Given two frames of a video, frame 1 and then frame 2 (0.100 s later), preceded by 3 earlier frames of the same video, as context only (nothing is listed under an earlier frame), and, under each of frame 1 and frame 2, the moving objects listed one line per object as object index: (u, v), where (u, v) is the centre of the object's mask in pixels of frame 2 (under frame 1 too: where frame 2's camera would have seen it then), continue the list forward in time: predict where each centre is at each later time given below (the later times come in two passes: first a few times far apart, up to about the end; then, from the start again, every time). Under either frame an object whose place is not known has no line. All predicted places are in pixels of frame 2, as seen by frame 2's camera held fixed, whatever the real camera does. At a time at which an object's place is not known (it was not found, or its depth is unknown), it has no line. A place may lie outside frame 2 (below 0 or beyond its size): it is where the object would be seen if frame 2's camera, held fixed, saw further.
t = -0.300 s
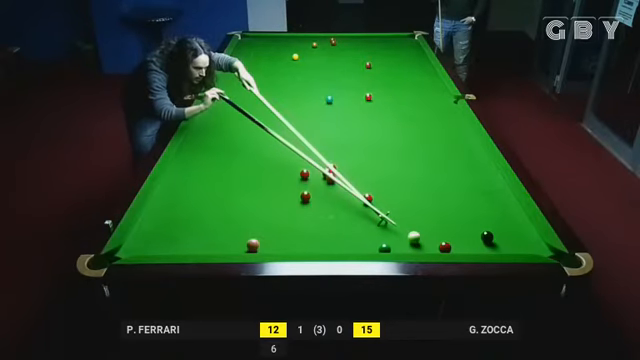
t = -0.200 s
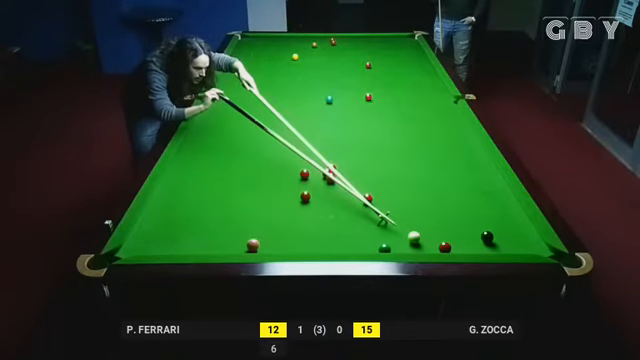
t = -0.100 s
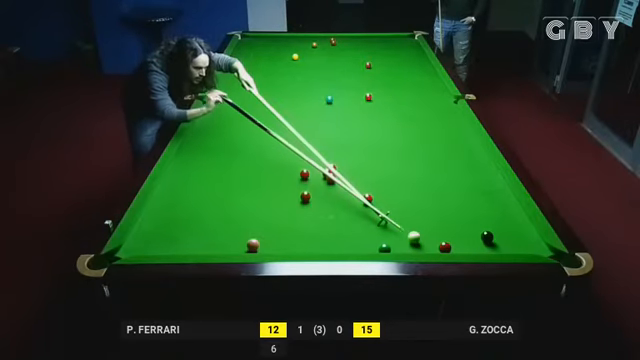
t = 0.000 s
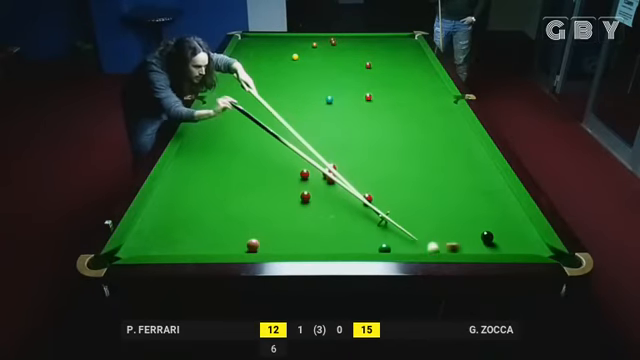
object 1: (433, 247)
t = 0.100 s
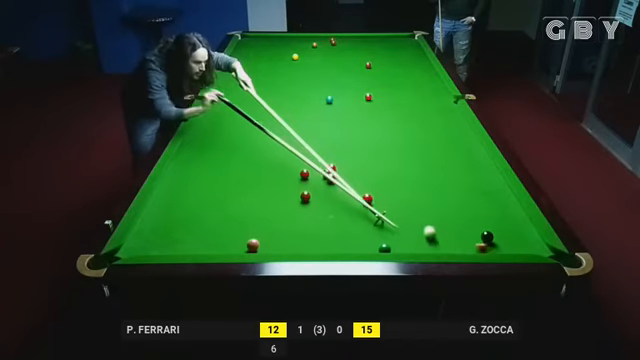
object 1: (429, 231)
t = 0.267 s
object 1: (424, 211)
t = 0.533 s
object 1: (417, 184)
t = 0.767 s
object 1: (413, 164)
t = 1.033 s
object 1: (408, 145)
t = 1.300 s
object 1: (404, 129)
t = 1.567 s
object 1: (401, 116)
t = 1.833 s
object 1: (398, 104)
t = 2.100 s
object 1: (396, 94)
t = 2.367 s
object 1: (394, 85)
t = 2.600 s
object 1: (393, 78)
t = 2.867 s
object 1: (391, 71)
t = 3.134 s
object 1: (390, 65)
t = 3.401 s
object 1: (389, 59)
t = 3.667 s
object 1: (388, 54)
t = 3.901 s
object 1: (387, 50)
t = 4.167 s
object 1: (386, 46)
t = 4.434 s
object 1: (386, 43)
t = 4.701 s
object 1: (385, 39)
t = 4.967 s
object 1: (385, 36)
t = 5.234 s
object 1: (386, 37)
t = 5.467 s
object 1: (387, 39)
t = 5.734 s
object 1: (388, 41)
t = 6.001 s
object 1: (389, 42)
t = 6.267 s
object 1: (390, 43)
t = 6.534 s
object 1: (390, 45)
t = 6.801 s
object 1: (391, 46)
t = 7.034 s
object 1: (392, 46)
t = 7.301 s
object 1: (392, 47)
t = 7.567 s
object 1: (393, 47)
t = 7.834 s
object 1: (393, 47)
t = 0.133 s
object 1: (428, 227)
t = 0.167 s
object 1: (427, 223)
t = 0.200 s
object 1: (426, 219)
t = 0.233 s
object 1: (425, 215)
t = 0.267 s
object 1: (424, 211)
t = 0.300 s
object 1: (423, 207)
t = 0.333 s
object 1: (422, 204)
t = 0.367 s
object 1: (421, 200)
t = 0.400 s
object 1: (420, 197)
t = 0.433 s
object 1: (420, 193)
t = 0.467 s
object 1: (419, 190)
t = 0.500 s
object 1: (418, 187)
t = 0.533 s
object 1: (417, 184)
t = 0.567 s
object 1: (416, 181)
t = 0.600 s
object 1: (416, 178)
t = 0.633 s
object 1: (415, 175)
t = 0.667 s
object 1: (415, 172)
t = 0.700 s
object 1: (414, 169)
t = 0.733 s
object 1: (414, 167)
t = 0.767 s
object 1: (413, 164)
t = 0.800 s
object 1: (412, 161)
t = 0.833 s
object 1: (412, 159)
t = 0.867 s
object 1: (411, 157)
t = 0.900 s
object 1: (410, 154)
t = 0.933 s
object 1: (410, 152)
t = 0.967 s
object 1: (409, 150)
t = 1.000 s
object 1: (409, 148)
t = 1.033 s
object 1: (408, 145)
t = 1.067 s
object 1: (407, 143)
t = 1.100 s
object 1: (407, 141)
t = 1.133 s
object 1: (407, 139)
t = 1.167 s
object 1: (406, 137)
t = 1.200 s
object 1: (406, 135)
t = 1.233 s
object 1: (405, 133)
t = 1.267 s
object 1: (405, 131)
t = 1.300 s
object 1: (404, 129)
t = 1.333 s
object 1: (404, 128)
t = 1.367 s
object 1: (403, 126)
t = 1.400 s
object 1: (403, 124)
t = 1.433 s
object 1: (403, 123)
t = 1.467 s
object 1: (403, 121)
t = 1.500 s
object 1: (402, 119)
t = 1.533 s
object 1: (402, 117)
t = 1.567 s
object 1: (401, 116)
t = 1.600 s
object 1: (401, 114)
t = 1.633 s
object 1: (401, 113)
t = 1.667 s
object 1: (400, 111)
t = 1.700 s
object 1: (400, 110)
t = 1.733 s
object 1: (399, 109)
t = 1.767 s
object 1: (399, 107)
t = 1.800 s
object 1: (399, 106)
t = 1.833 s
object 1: (398, 104)
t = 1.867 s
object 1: (398, 103)
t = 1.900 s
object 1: (398, 102)
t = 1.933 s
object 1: (398, 100)
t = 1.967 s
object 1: (397, 99)
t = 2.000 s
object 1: (397, 98)
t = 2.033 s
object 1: (397, 97)
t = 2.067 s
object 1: (396, 95)
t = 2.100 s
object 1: (396, 94)
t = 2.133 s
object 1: (396, 93)
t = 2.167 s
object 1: (395, 92)
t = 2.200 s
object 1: (395, 91)
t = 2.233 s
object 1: (395, 90)
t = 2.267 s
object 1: (395, 88)
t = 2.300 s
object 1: (395, 87)
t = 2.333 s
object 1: (394, 86)
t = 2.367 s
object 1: (394, 85)
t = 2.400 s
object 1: (394, 84)
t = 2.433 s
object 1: (394, 83)
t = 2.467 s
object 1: (393, 82)
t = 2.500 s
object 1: (393, 81)
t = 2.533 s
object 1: (393, 80)
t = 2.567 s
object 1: (393, 79)
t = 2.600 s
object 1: (393, 78)
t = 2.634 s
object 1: (393, 77)
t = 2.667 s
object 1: (392, 76)
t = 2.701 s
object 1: (392, 75)
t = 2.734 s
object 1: (392, 74)
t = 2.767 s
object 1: (392, 73)
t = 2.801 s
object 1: (391, 73)
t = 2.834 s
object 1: (391, 72)
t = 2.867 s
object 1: (391, 71)
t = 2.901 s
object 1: (391, 70)
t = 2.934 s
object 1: (391, 69)
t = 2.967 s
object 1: (391, 69)
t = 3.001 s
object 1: (391, 68)
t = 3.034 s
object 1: (390, 67)
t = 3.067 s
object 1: (390, 66)
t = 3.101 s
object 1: (390, 65)
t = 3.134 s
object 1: (390, 65)
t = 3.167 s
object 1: (390, 64)
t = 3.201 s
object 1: (390, 63)
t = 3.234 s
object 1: (390, 62)
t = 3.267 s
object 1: (389, 62)
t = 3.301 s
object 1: (389, 61)
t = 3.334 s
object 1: (389, 61)
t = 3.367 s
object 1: (389, 60)
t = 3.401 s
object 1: (389, 59)
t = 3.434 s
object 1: (389, 58)
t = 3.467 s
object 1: (389, 58)
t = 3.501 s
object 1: (388, 57)
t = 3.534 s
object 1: (388, 57)
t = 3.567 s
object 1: (388, 56)
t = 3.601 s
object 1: (388, 55)
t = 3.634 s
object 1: (388, 55)
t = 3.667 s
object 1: (388, 54)
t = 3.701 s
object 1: (388, 53)
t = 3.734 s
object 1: (388, 53)
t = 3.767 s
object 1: (388, 52)
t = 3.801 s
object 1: (387, 52)
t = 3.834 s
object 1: (387, 51)
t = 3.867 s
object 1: (387, 51)
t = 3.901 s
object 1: (387, 50)
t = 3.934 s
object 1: (387, 50)
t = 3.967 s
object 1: (387, 49)
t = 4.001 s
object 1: (387, 49)
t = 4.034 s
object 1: (387, 48)
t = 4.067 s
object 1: (387, 48)
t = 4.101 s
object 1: (387, 47)
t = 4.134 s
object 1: (387, 47)
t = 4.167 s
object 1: (386, 46)
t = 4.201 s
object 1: (386, 46)
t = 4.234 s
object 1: (386, 45)
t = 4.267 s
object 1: (386, 45)
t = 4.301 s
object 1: (386, 44)
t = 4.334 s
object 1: (386, 44)
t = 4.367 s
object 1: (386, 43)
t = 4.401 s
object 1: (386, 43)
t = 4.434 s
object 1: (386, 43)
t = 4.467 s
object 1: (386, 42)
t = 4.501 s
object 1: (386, 42)
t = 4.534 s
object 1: (386, 41)
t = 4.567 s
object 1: (386, 41)
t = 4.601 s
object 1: (385, 40)
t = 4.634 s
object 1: (385, 40)
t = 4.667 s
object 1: (385, 40)
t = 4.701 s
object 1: (385, 39)
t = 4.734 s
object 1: (385, 39)
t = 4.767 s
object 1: (385, 38)
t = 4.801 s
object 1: (385, 38)
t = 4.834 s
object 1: (385, 38)
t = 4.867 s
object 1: (385, 37)
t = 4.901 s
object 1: (385, 37)
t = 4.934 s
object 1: (385, 37)
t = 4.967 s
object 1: (385, 36)
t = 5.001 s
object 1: (385, 36)
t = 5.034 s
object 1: (385, 36)
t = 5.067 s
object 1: (385, 36)
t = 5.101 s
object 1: (385, 37)
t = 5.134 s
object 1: (385, 37)
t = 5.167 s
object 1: (385, 37)
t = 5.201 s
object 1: (386, 37)
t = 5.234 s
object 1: (386, 37)
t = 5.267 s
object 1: (386, 37)
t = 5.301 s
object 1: (386, 38)
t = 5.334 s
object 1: (386, 38)
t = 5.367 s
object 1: (386, 38)
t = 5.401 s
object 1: (386, 38)
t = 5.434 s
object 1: (387, 39)
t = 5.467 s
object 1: (387, 39)
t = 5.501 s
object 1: (387, 39)
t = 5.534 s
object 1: (387, 39)
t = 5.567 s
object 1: (387, 40)
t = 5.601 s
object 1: (387, 40)
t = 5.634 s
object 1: (387, 40)
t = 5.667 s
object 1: (388, 40)
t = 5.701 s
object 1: (388, 41)
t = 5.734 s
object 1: (388, 41)
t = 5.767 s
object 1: (388, 41)
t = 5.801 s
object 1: (388, 41)
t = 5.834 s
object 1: (388, 41)
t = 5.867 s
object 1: (388, 41)
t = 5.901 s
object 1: (388, 41)
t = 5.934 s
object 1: (389, 42)
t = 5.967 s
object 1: (389, 42)
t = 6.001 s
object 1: (389, 42)
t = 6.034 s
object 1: (389, 42)
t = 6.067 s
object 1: (389, 42)
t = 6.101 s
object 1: (389, 43)
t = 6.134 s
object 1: (389, 43)
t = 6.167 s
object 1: (389, 43)
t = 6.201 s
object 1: (389, 43)
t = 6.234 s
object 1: (390, 43)
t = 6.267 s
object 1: (390, 43)
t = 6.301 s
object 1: (390, 44)
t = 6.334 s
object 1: (390, 44)
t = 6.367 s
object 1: (390, 44)
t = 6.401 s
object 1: (390, 44)
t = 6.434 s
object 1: (390, 44)
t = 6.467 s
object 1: (390, 44)
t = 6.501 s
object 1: (390, 45)
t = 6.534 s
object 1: (390, 45)
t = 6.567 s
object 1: (390, 45)
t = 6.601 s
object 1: (391, 45)
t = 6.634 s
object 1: (391, 45)
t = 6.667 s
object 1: (391, 45)
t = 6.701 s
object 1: (391, 45)
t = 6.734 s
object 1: (391, 45)
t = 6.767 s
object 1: (391, 45)
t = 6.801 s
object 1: (391, 46)
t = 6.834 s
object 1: (391, 46)
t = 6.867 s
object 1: (391, 46)
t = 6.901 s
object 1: (392, 46)
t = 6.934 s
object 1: (392, 46)
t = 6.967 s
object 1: (392, 46)
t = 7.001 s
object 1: (392, 46)
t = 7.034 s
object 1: (392, 46)
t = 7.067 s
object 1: (392, 46)
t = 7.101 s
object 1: (392, 46)
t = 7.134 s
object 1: (392, 46)
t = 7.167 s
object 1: (392, 47)
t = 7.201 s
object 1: (392, 47)
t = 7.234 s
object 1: (392, 47)
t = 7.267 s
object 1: (392, 47)
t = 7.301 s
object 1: (392, 47)
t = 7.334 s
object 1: (392, 47)
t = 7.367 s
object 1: (392, 47)
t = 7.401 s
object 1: (392, 47)
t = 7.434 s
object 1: (392, 47)
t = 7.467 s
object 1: (392, 47)
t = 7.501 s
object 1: (393, 47)
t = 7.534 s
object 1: (393, 47)
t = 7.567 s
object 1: (393, 47)
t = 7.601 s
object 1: (393, 47)
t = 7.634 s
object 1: (393, 47)
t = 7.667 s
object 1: (393, 47)
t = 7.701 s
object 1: (393, 47)
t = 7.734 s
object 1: (393, 47)
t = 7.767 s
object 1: (393, 47)
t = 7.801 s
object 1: (393, 47)
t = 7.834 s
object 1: (393, 47)
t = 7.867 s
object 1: (393, 47)
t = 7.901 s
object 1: (393, 47)
